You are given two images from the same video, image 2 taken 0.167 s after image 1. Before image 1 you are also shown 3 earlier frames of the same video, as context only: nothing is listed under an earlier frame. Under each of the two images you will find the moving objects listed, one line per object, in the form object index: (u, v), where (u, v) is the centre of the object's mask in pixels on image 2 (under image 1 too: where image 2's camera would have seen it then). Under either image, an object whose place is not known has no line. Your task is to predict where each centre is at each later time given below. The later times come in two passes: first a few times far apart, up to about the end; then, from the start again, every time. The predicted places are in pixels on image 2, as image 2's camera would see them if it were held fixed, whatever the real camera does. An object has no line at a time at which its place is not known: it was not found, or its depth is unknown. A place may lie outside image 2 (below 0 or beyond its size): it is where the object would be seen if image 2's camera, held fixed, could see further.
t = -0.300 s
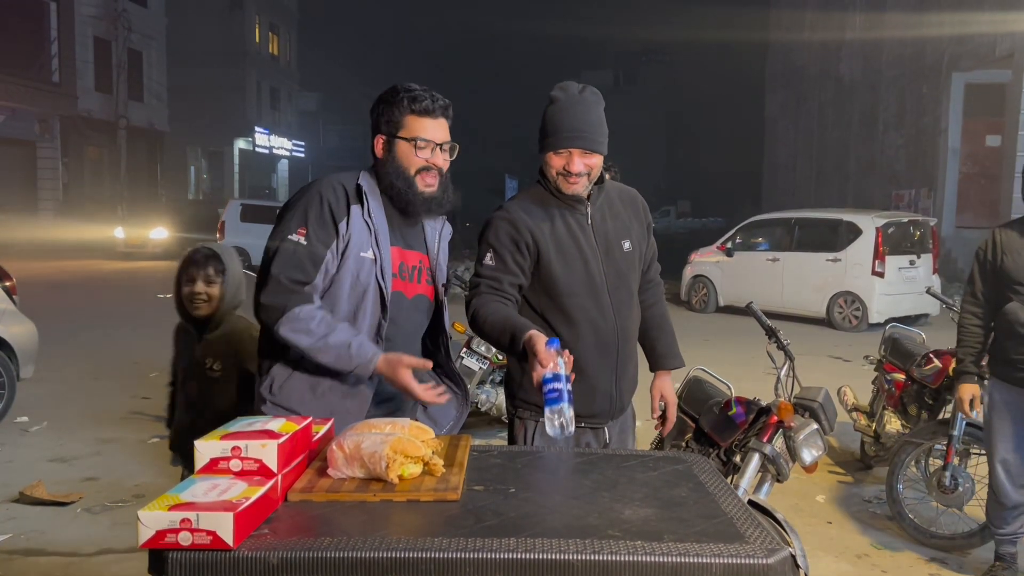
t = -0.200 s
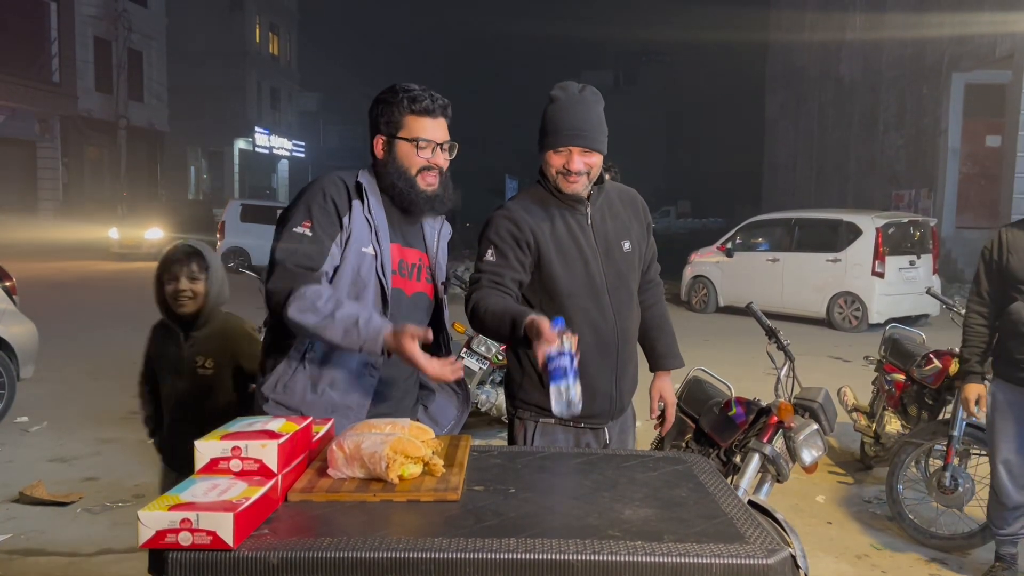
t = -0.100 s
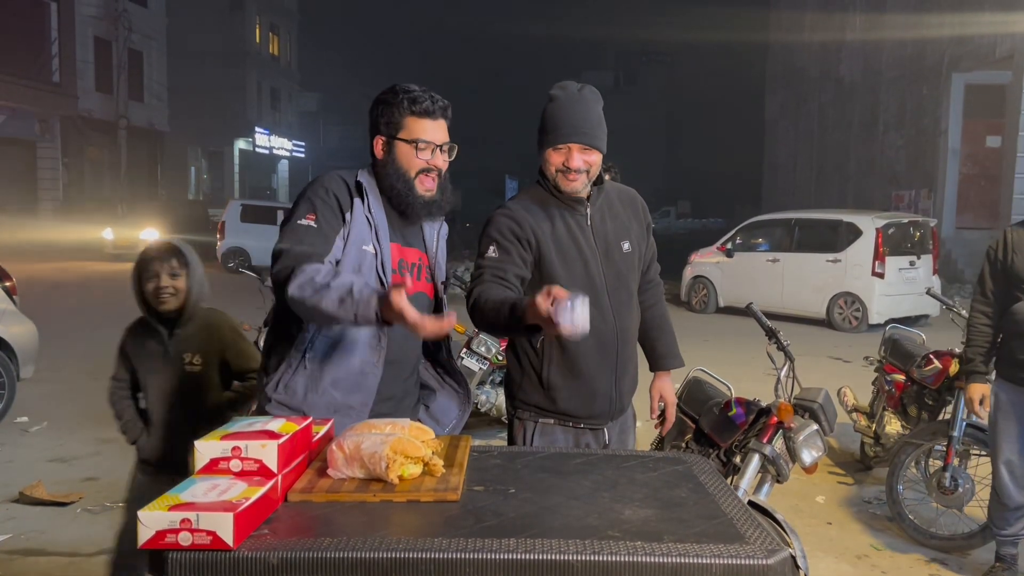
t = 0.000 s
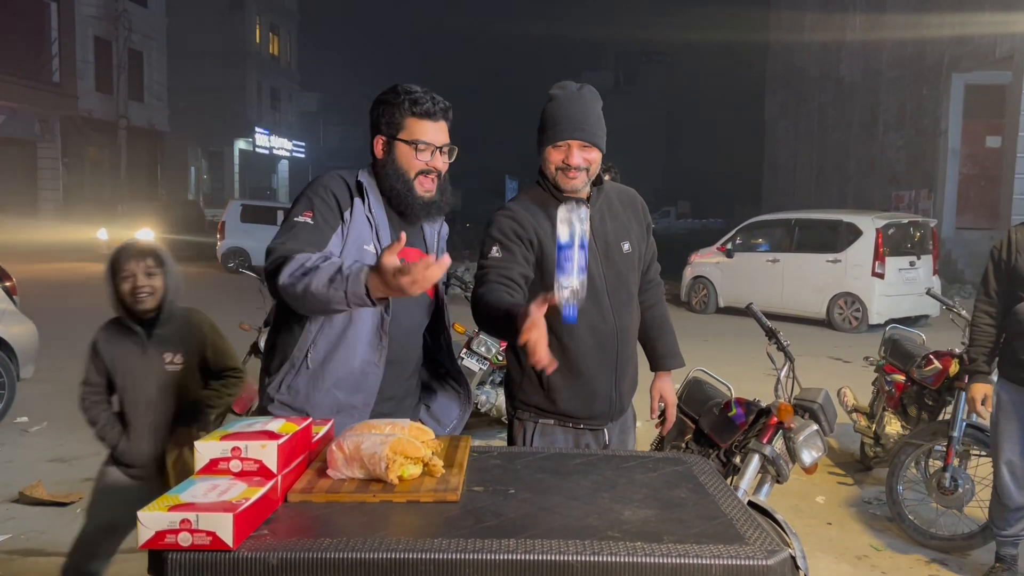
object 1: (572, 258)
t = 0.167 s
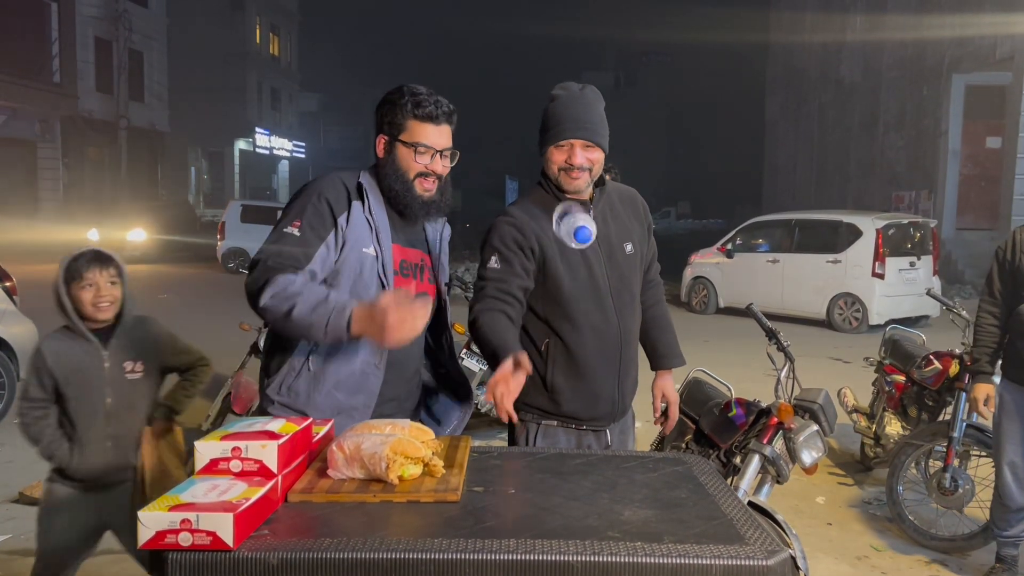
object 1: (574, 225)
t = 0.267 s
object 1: (573, 287)
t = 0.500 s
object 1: (568, 449)
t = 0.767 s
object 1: (561, 485)
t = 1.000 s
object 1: (561, 485)
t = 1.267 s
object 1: (570, 484)
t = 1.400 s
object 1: (575, 483)
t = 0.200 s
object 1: (574, 239)
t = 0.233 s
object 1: (573, 261)
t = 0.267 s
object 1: (573, 287)
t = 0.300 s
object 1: (571, 320)
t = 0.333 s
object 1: (570, 360)
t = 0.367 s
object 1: (569, 407)
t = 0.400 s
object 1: (567, 432)
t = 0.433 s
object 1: (567, 434)
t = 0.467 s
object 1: (568, 440)
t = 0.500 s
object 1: (568, 449)
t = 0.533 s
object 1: (567, 464)
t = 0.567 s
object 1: (565, 484)
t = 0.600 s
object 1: (564, 481)
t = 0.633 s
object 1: (566, 485)
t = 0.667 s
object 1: (565, 485)
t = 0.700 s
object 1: (564, 485)
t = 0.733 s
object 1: (562, 485)
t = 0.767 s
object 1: (561, 485)
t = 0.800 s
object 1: (560, 485)
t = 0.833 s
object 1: (560, 485)
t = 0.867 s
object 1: (561, 485)
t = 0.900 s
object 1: (561, 485)
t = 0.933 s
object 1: (561, 485)
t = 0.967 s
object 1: (561, 485)
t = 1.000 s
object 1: (561, 485)
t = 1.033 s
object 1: (562, 485)
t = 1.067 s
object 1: (563, 485)
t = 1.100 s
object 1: (565, 485)
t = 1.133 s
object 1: (566, 484)
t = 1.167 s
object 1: (567, 484)
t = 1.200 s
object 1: (568, 484)
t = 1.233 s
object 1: (569, 484)
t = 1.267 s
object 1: (570, 484)
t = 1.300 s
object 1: (572, 484)
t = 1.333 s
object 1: (573, 484)
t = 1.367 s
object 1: (574, 483)
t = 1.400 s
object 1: (575, 483)
